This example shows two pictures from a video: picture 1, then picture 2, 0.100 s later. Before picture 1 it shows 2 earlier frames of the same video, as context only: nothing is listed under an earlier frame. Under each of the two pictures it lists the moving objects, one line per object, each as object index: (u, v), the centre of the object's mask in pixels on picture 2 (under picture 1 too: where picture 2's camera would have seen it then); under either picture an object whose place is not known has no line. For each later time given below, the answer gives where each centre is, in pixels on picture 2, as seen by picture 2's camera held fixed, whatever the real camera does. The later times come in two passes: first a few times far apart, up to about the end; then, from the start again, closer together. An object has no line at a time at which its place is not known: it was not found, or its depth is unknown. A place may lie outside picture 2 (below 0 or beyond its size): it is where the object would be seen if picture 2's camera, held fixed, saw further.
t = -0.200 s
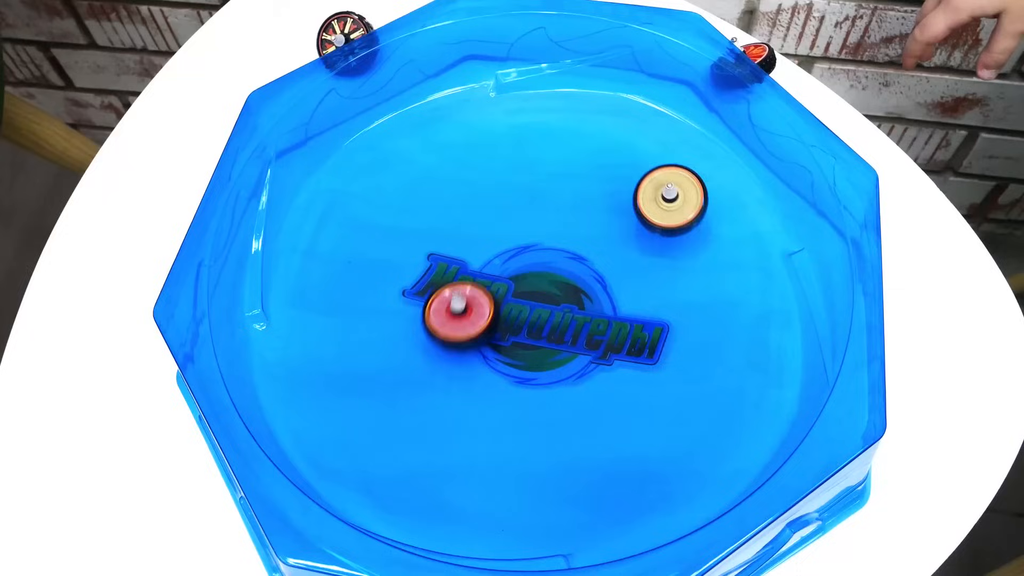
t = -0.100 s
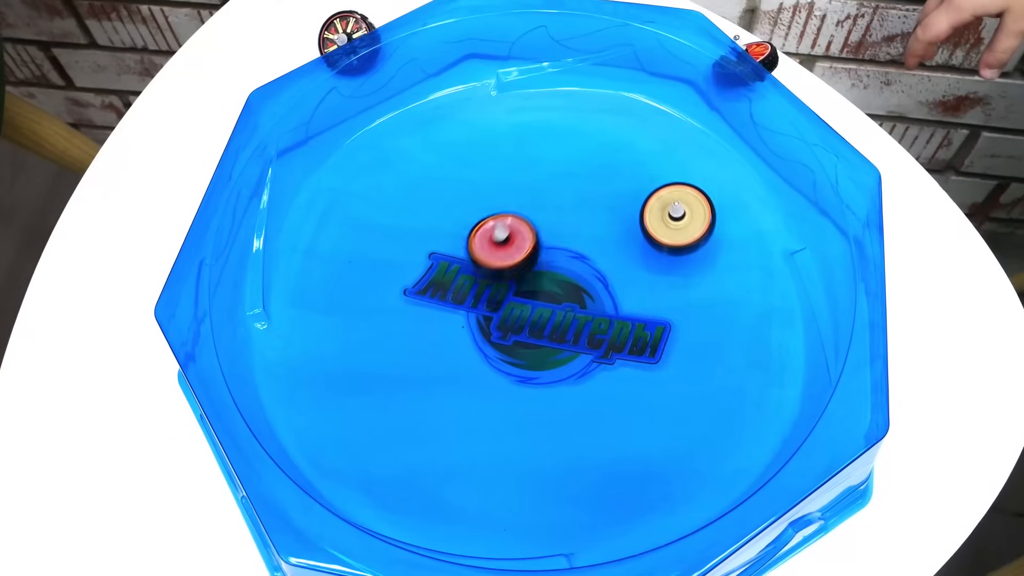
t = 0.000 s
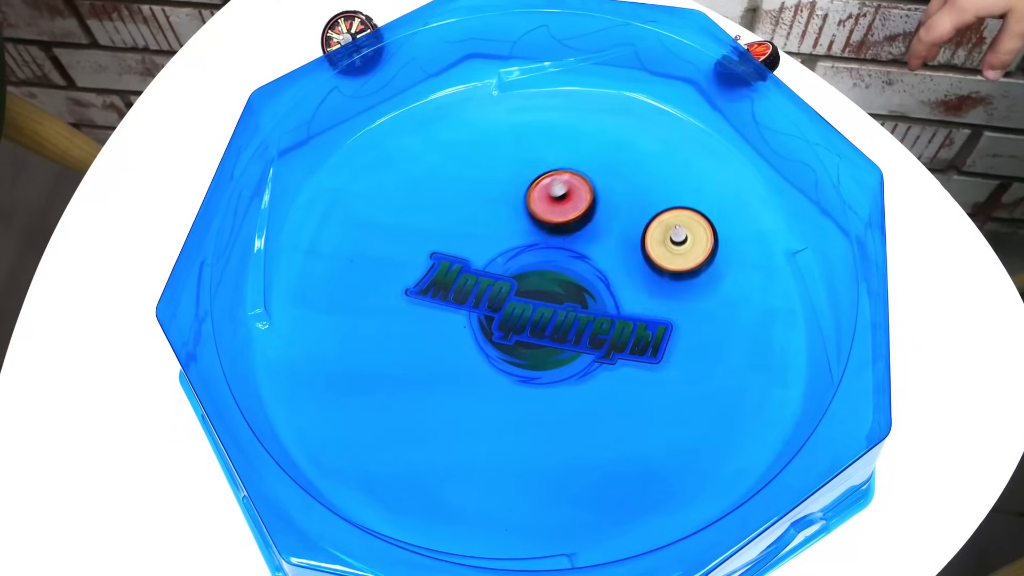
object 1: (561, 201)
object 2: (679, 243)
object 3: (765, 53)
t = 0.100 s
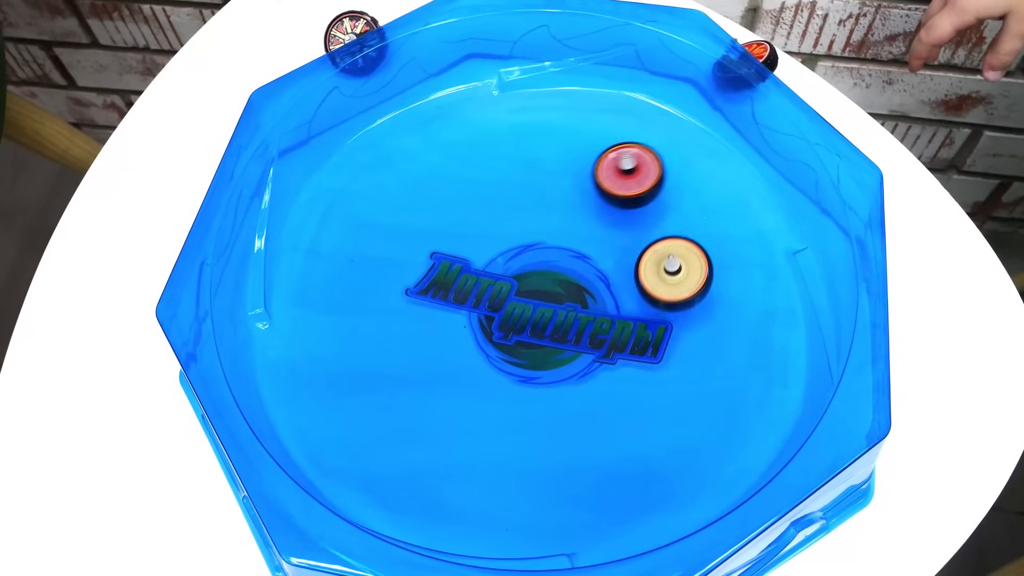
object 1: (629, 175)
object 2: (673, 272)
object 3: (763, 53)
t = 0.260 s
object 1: (731, 180)
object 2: (657, 324)
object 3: (761, 54)
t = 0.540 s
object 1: (689, 323)
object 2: (598, 427)
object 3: (768, 62)
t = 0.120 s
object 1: (642, 172)
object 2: (671, 279)
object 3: (763, 53)
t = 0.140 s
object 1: (656, 170)
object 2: (669, 285)
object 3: (762, 53)
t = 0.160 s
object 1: (669, 169)
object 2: (667, 291)
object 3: (762, 53)
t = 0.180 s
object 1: (682, 169)
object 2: (665, 297)
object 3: (762, 53)
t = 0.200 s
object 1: (695, 170)
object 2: (663, 303)
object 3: (762, 53)
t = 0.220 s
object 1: (708, 172)
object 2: (661, 310)
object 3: (761, 53)
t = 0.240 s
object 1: (720, 176)
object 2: (659, 316)
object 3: (761, 53)
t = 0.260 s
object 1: (731, 180)
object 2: (657, 324)
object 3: (761, 54)
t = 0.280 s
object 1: (742, 185)
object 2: (655, 330)
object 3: (761, 54)
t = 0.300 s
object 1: (752, 192)
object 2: (654, 337)
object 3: (761, 54)
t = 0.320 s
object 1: (758, 202)
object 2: (651, 344)
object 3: (761, 55)
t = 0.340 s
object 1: (761, 213)
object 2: (649, 351)
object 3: (761, 55)
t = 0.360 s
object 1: (763, 226)
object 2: (648, 357)
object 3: (762, 56)
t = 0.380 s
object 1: (763, 239)
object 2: (646, 364)
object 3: (762, 57)
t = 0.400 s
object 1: (760, 254)
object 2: (644, 370)
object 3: (763, 57)
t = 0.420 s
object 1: (754, 269)
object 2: (642, 376)
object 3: (763, 58)
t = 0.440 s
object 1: (746, 284)
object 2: (640, 381)
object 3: (764, 59)
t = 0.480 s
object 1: (721, 311)
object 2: (635, 391)
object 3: (765, 60)
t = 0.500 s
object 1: (704, 322)
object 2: (633, 395)
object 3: (766, 61)
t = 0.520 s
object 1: (686, 333)
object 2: (631, 399)
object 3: (767, 62)
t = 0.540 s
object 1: (689, 323)
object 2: (598, 427)
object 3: (768, 62)
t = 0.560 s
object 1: (704, 296)
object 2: (554, 464)
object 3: (769, 63)
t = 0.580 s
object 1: (717, 272)
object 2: (507, 500)
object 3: (770, 64)
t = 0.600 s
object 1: (727, 248)
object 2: (467, 503)
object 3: (771, 64)
